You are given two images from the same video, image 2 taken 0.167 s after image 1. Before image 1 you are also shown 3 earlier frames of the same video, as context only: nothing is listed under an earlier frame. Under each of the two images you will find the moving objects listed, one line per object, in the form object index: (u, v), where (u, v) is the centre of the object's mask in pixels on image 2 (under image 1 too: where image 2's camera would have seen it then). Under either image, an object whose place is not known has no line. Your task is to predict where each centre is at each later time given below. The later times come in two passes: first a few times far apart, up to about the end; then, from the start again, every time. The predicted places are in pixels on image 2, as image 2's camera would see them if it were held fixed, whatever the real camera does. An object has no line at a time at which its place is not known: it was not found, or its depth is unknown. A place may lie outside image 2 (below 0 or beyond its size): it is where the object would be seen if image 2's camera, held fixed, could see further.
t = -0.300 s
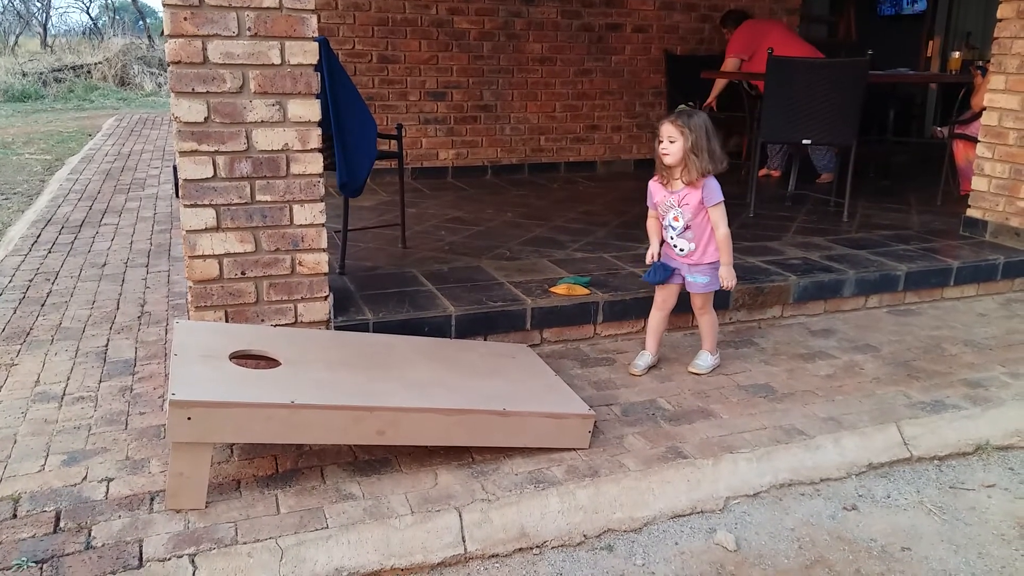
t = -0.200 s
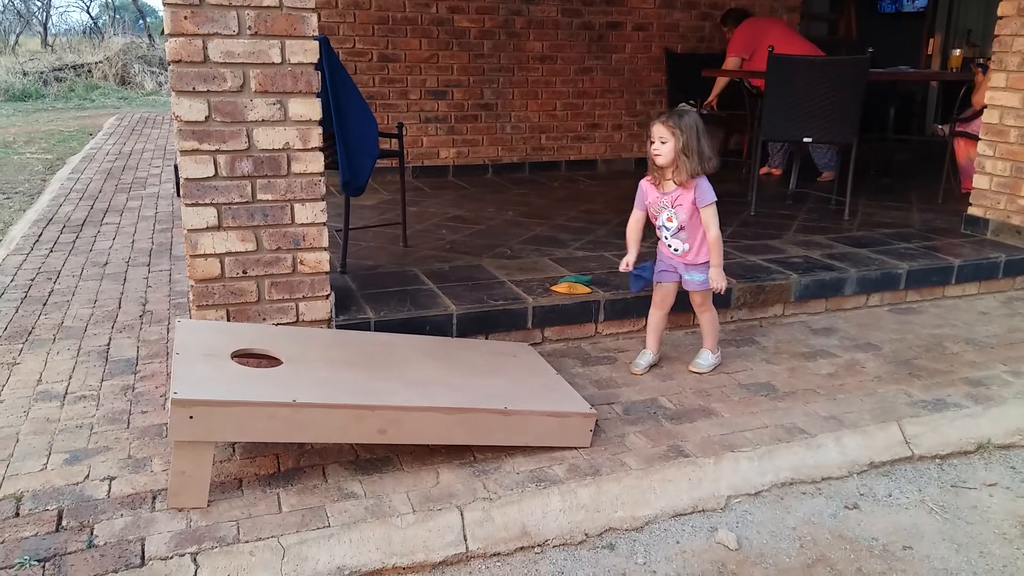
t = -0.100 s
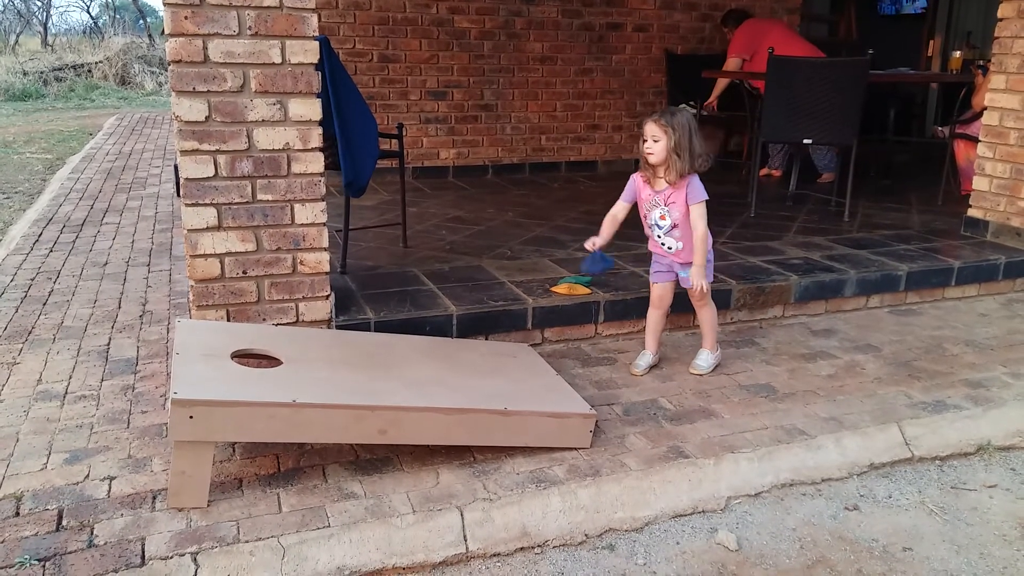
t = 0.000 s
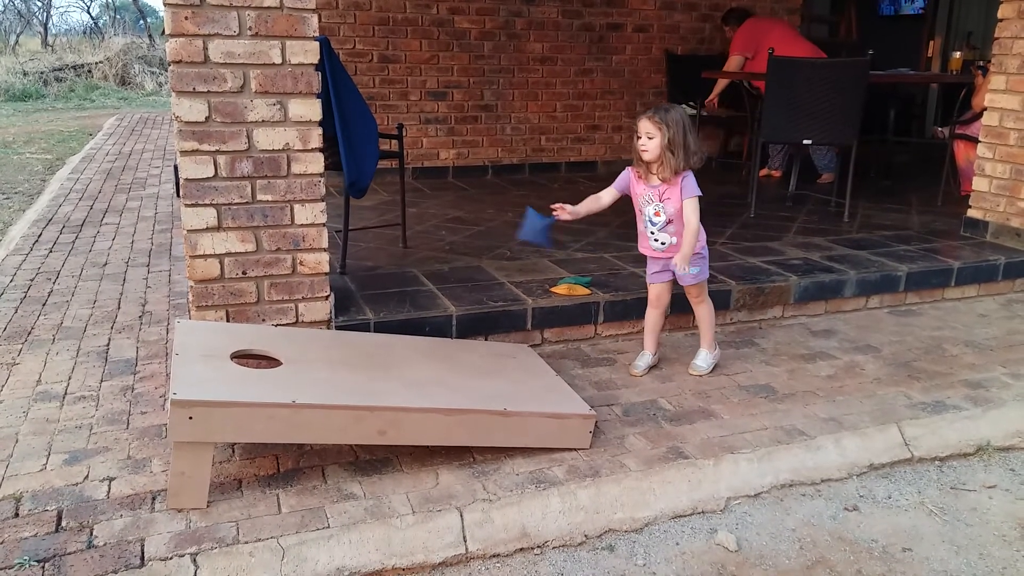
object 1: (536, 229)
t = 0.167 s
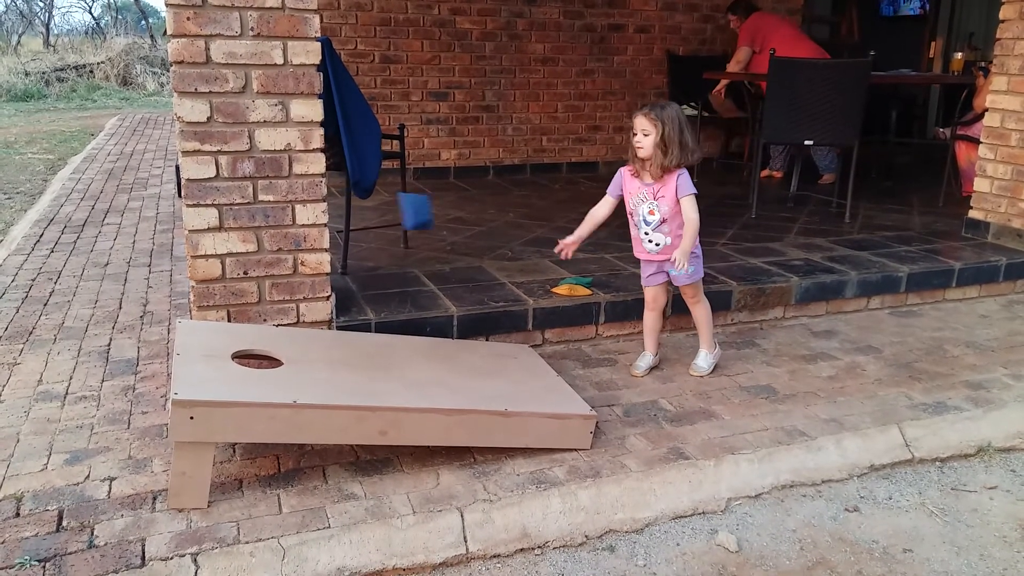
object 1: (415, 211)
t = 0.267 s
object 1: (331, 242)
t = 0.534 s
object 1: (167, 380)
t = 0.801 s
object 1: (130, 516)
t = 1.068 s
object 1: (130, 519)
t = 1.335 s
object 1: (131, 519)
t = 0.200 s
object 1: (388, 217)
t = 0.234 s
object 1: (360, 228)
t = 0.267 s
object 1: (331, 242)
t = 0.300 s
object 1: (300, 263)
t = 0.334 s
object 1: (269, 286)
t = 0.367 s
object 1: (239, 314)
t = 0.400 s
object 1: (206, 349)
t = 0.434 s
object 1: (189, 366)
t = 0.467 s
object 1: (180, 370)
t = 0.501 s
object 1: (174, 374)
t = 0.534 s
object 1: (167, 380)
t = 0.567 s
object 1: (160, 388)
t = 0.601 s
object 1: (154, 399)
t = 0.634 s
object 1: (148, 414)
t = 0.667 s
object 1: (143, 435)
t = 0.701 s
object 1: (138, 459)
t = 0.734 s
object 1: (134, 488)
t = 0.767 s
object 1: (131, 515)
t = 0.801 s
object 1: (130, 516)
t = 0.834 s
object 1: (129, 518)
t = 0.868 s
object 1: (129, 519)
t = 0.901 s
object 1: (130, 519)
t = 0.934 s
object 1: (130, 519)
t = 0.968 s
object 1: (130, 519)
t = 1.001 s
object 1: (130, 519)
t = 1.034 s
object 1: (130, 519)
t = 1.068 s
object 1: (130, 519)
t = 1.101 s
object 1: (130, 519)
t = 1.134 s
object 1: (130, 519)
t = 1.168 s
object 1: (130, 519)
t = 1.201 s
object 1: (130, 519)
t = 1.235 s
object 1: (130, 519)
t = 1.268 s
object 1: (130, 519)
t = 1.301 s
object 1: (130, 519)
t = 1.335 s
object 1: (131, 519)
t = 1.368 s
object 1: (131, 519)
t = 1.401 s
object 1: (131, 519)
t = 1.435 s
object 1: (131, 519)
